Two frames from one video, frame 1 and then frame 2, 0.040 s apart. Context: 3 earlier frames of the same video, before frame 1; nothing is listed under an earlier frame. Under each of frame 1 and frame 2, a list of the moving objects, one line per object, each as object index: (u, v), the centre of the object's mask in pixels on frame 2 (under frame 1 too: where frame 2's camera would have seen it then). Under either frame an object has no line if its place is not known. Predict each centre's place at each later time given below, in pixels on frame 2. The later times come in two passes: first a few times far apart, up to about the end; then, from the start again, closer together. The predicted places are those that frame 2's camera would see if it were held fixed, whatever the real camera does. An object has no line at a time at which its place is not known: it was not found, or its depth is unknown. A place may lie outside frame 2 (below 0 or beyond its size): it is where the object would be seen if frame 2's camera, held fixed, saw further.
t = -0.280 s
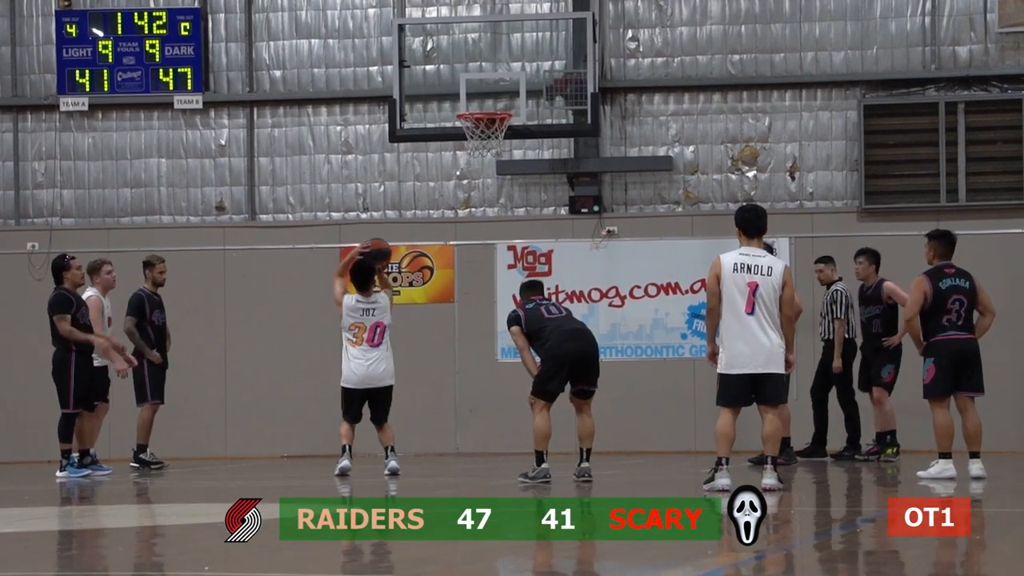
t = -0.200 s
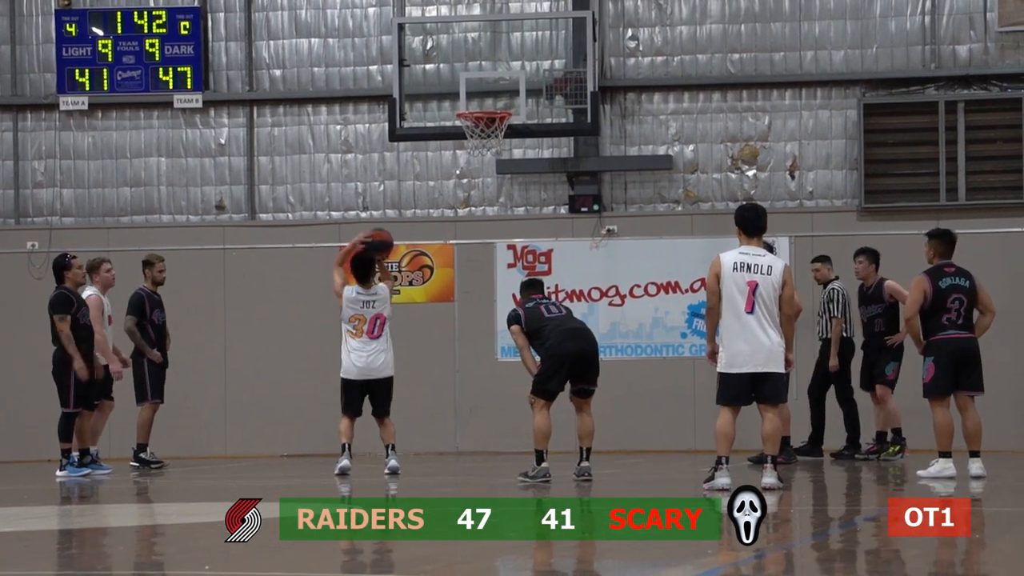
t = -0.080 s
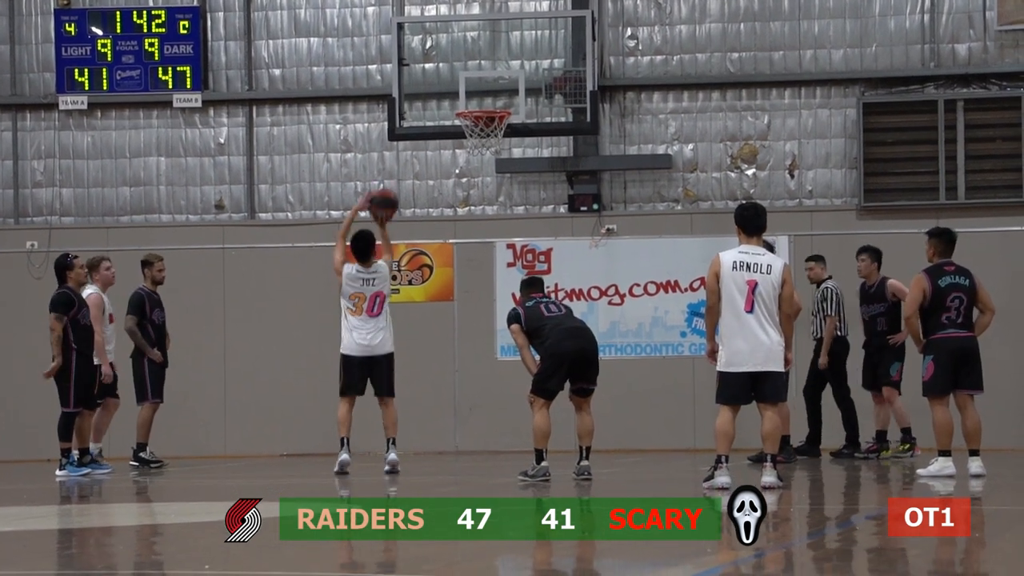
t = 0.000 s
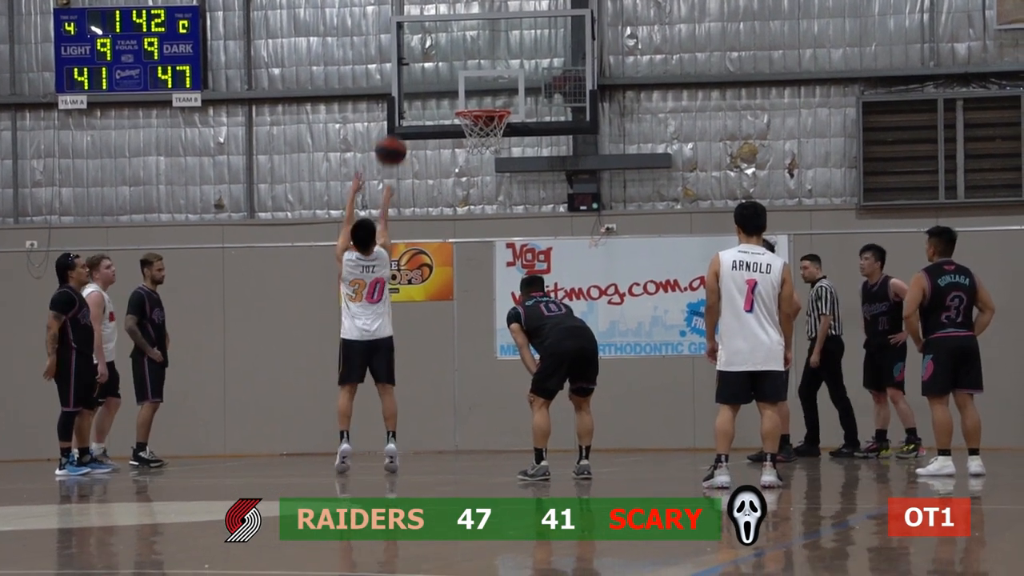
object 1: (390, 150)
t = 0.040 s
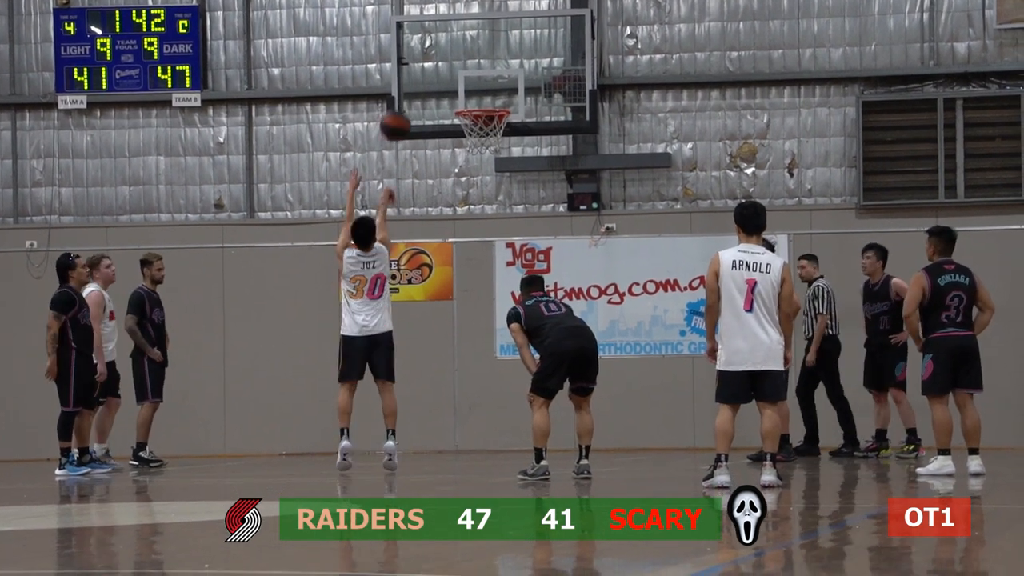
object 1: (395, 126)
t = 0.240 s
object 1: (419, 33)
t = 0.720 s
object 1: (475, 20)
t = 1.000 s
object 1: (485, 98)
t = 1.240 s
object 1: (421, 104)
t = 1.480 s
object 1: (358, 156)
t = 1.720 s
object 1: (295, 273)
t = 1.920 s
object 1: (242, 421)
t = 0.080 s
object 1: (400, 102)
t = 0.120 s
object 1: (405, 81)
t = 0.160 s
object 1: (409, 63)
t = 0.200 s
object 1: (415, 47)
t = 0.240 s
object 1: (419, 33)
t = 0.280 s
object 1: (424, 21)
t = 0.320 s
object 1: (429, 13)
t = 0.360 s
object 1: (433, 9)
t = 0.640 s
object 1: (466, 11)
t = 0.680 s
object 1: (471, 15)
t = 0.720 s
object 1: (475, 20)
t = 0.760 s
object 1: (480, 31)
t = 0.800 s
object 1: (484, 43)
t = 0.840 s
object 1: (489, 57)
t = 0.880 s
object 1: (493, 73)
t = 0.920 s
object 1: (498, 90)
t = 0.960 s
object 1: (497, 100)
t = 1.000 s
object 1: (485, 98)
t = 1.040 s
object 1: (474, 98)
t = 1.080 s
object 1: (462, 99)
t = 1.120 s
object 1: (453, 101)
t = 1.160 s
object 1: (443, 101)
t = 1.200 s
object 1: (432, 102)
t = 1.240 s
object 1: (421, 104)
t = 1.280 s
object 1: (411, 108)
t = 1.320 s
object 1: (401, 114)
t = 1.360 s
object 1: (389, 122)
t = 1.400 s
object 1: (380, 132)
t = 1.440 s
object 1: (368, 143)
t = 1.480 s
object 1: (358, 156)
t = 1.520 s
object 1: (347, 171)
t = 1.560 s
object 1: (335, 187)
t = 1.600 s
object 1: (326, 206)
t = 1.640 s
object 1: (315, 228)
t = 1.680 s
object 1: (305, 249)
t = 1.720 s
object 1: (295, 273)
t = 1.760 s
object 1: (284, 299)
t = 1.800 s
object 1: (274, 327)
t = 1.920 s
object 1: (242, 421)
